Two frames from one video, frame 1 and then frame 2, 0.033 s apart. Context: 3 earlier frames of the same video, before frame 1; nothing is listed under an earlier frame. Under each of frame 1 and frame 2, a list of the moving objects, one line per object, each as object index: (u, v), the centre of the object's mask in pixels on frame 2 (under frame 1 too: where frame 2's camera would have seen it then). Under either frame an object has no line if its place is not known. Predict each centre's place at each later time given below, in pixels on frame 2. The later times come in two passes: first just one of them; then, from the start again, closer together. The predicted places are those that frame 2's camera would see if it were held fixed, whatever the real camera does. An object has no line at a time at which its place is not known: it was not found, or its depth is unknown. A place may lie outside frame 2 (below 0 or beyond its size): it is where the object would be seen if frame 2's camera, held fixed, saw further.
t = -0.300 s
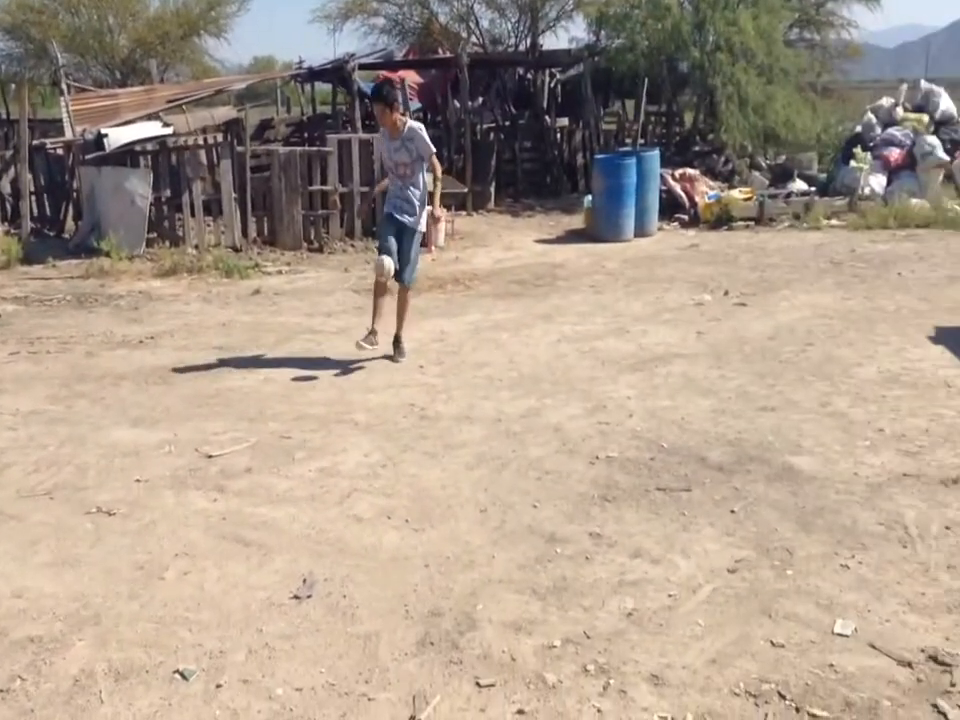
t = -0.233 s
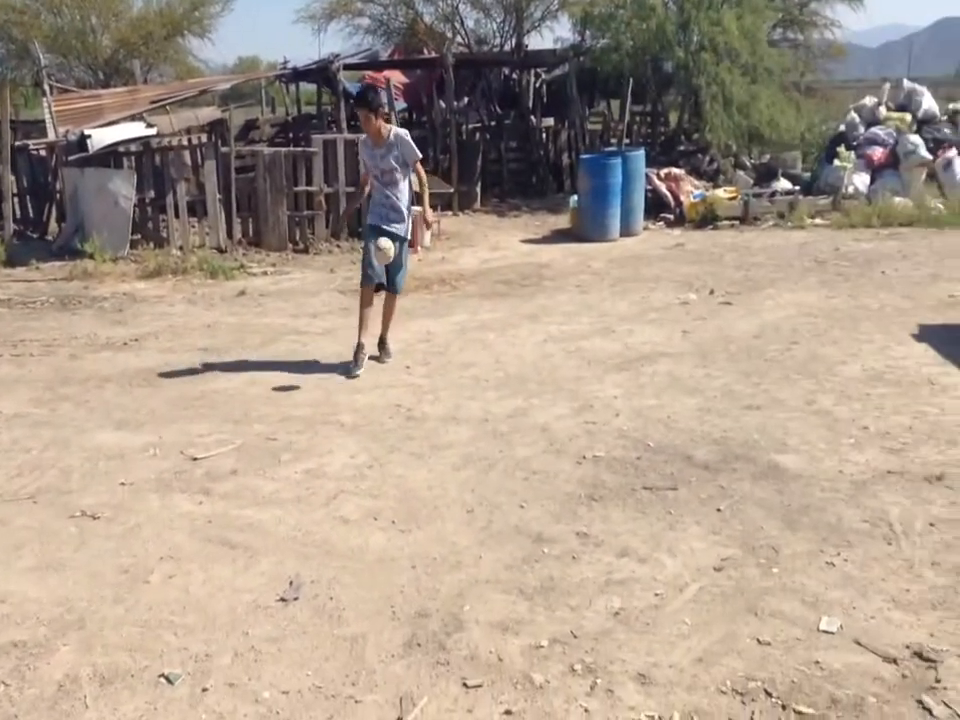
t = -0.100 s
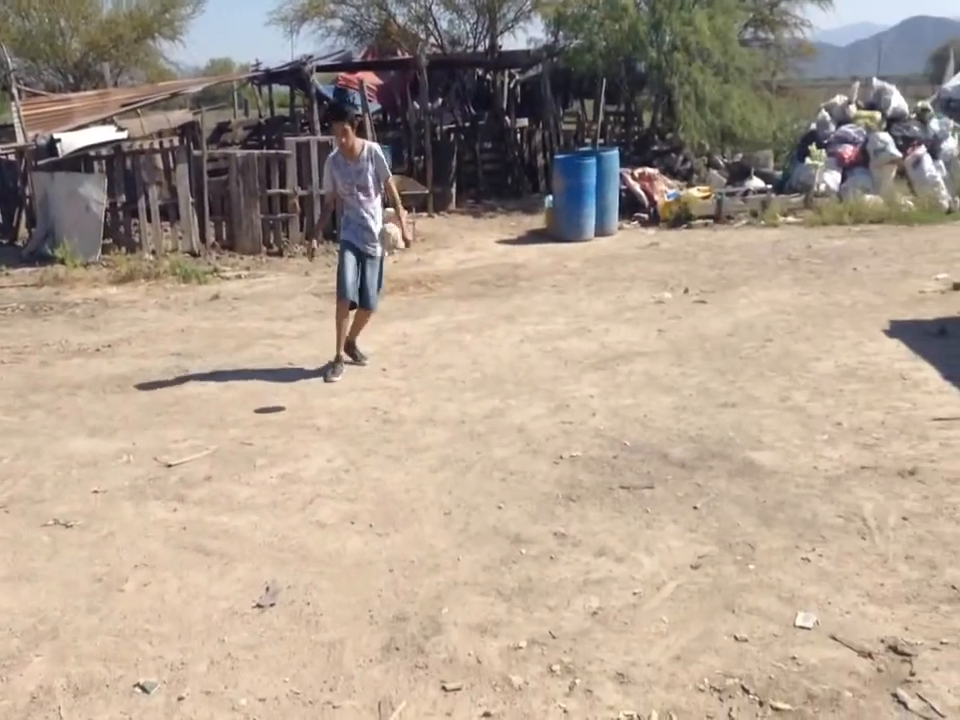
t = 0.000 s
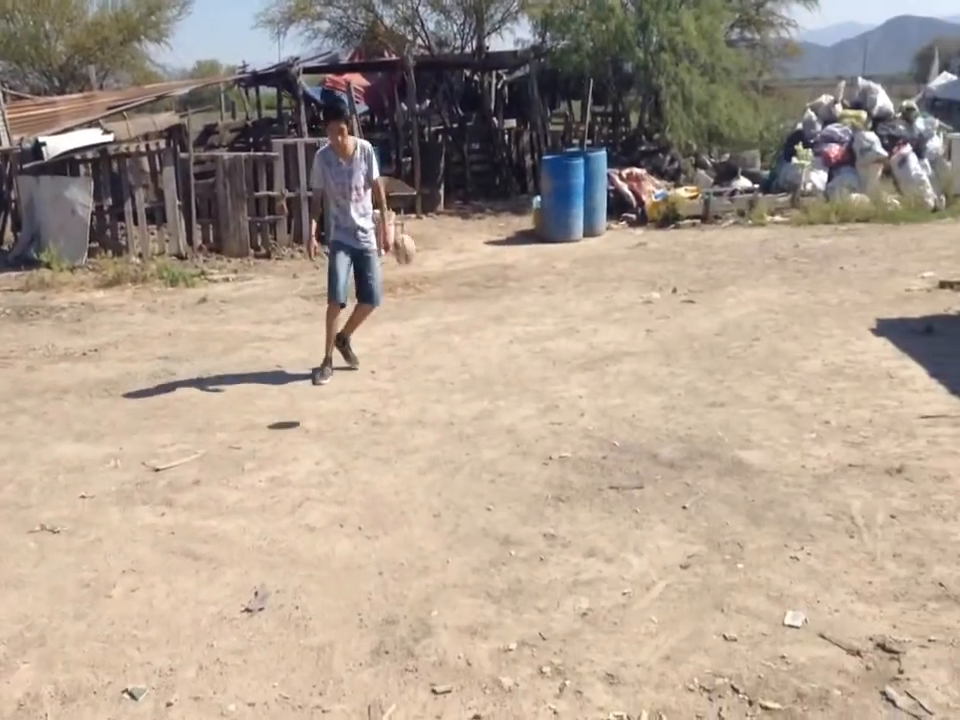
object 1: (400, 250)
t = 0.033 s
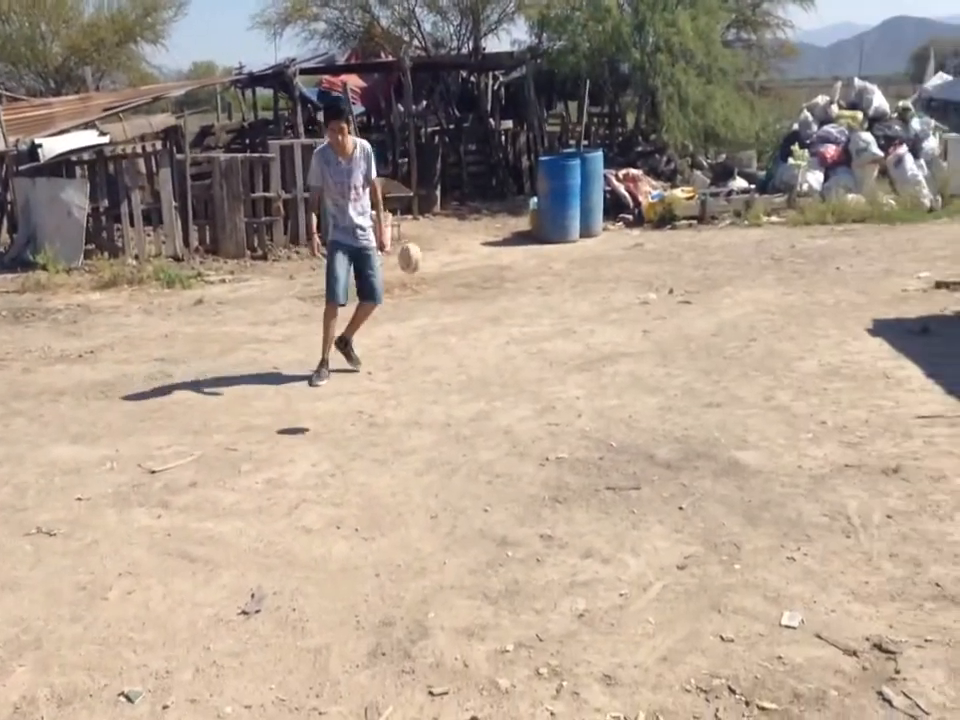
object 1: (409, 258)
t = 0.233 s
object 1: (475, 363)
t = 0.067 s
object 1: (419, 268)
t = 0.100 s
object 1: (430, 281)
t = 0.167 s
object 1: (451, 316)
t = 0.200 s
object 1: (463, 338)
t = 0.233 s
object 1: (475, 363)
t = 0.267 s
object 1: (487, 390)
